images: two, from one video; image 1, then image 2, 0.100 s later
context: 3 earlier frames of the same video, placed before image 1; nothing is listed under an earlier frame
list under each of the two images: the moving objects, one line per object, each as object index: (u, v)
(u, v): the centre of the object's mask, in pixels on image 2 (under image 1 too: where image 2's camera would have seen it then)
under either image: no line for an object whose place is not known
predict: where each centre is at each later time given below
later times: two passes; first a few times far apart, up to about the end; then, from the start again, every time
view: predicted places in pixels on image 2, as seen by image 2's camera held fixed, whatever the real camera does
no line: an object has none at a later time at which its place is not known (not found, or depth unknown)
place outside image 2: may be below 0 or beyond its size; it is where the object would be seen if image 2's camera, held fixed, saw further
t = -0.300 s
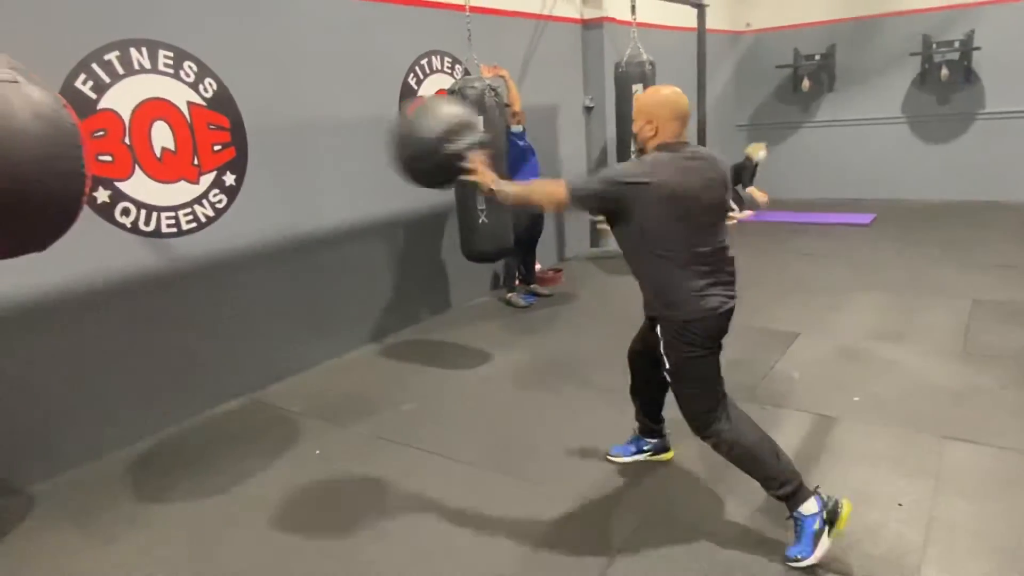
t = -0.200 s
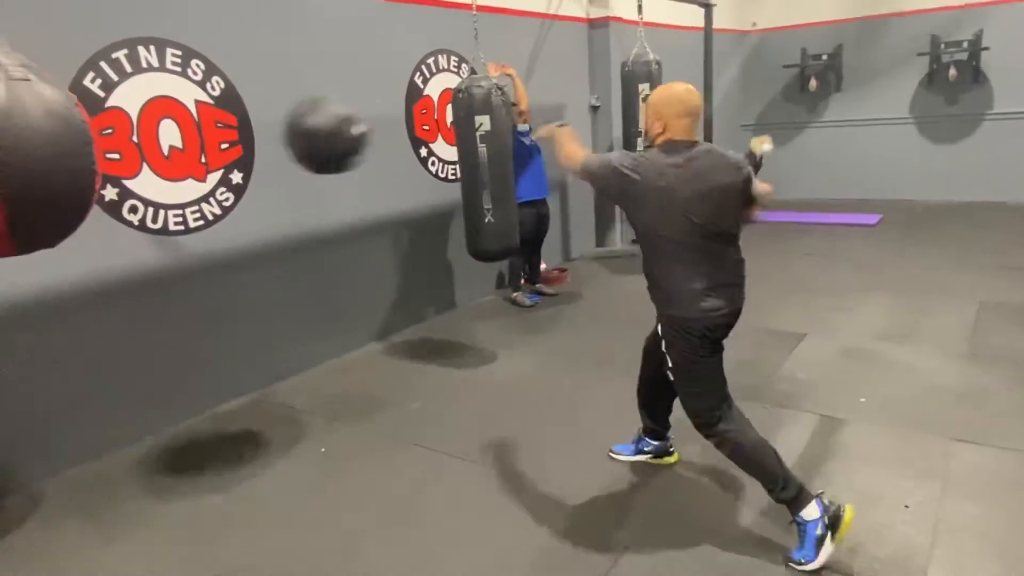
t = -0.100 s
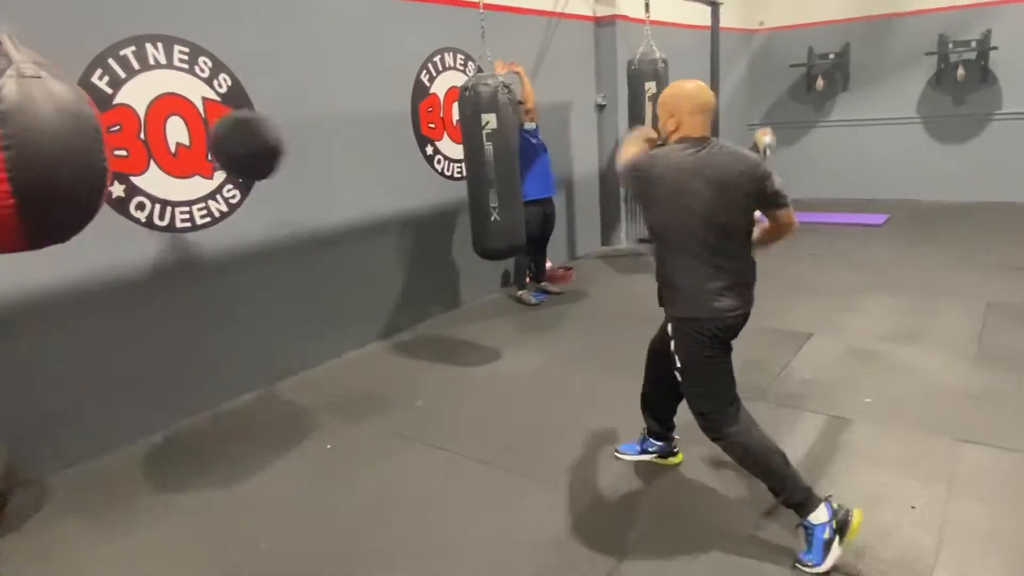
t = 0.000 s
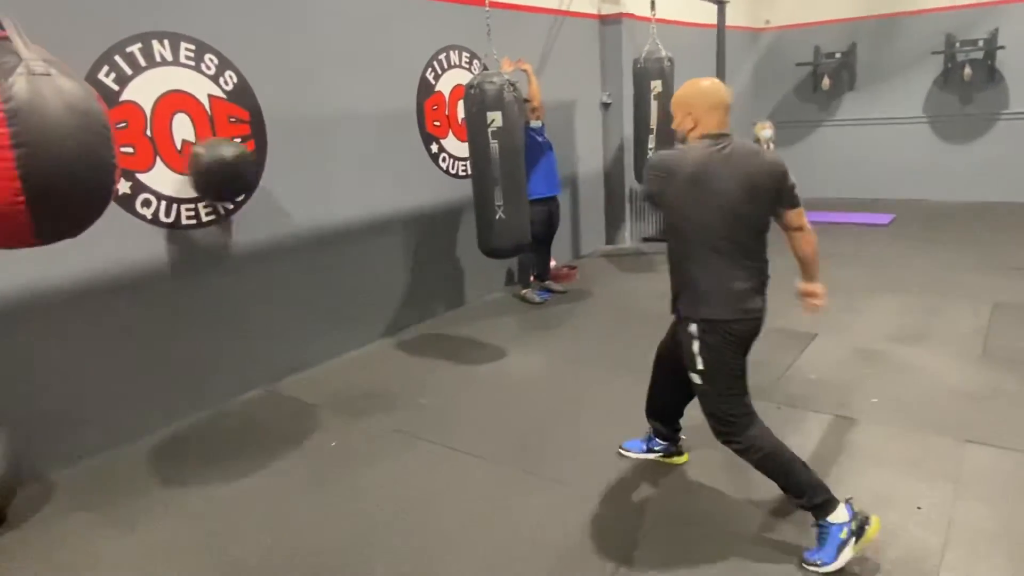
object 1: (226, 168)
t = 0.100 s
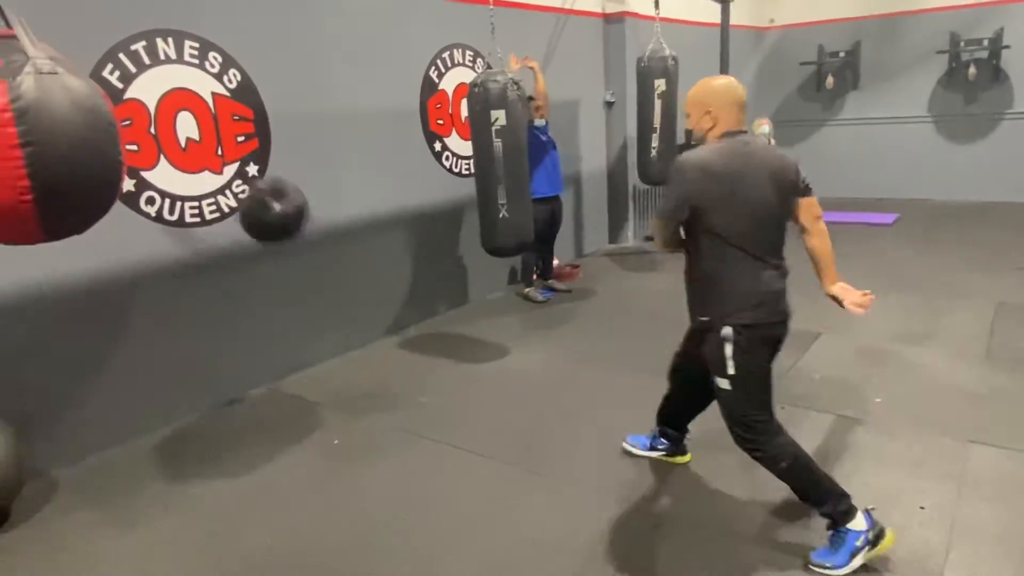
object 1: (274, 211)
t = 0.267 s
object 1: (358, 321)
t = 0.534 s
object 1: (466, 359)
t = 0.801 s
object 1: (570, 403)
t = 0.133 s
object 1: (290, 229)
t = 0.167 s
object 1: (305, 251)
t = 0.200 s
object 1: (324, 271)
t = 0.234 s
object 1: (341, 296)
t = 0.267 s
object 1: (358, 321)
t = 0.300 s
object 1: (376, 349)
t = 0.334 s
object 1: (397, 383)
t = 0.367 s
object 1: (411, 396)
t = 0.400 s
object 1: (423, 388)
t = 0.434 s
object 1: (432, 376)
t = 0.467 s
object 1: (442, 369)
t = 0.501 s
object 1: (455, 363)
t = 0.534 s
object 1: (466, 359)
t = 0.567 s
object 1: (478, 357)
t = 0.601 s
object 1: (490, 358)
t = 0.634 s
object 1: (503, 360)
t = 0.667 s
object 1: (516, 364)
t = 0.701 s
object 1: (530, 371)
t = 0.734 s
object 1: (542, 378)
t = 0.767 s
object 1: (555, 387)
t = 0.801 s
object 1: (570, 403)
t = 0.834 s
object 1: (585, 417)
